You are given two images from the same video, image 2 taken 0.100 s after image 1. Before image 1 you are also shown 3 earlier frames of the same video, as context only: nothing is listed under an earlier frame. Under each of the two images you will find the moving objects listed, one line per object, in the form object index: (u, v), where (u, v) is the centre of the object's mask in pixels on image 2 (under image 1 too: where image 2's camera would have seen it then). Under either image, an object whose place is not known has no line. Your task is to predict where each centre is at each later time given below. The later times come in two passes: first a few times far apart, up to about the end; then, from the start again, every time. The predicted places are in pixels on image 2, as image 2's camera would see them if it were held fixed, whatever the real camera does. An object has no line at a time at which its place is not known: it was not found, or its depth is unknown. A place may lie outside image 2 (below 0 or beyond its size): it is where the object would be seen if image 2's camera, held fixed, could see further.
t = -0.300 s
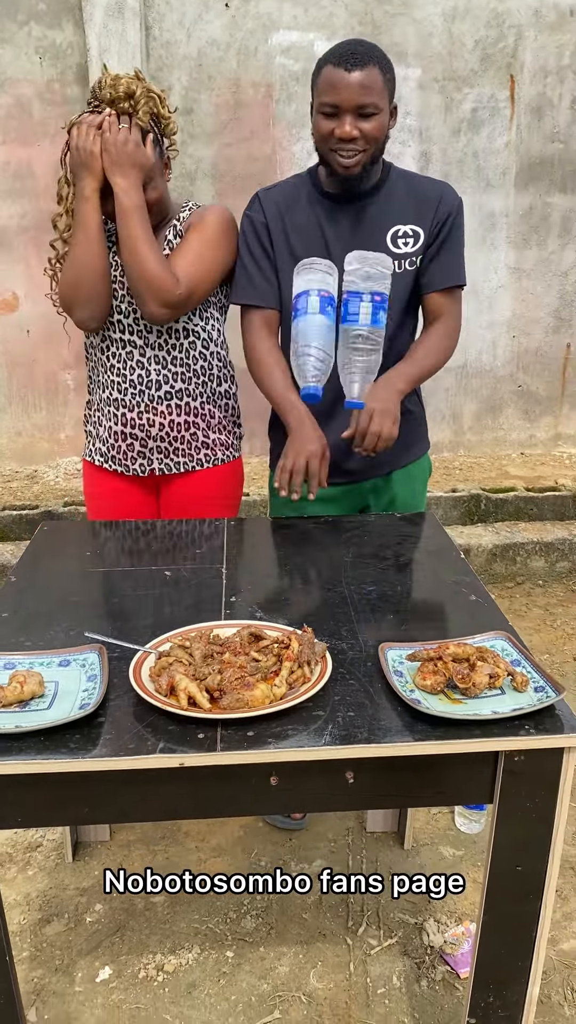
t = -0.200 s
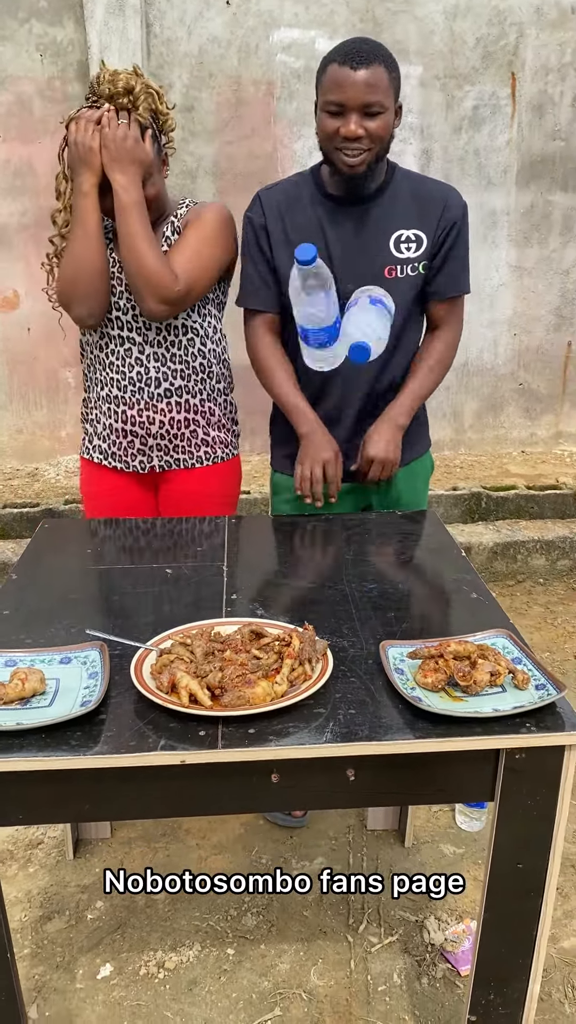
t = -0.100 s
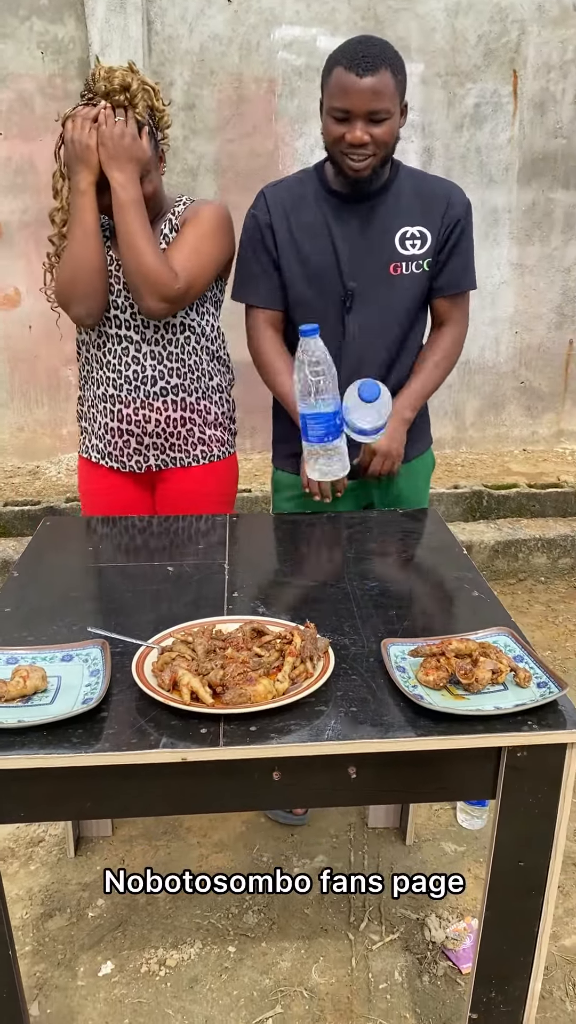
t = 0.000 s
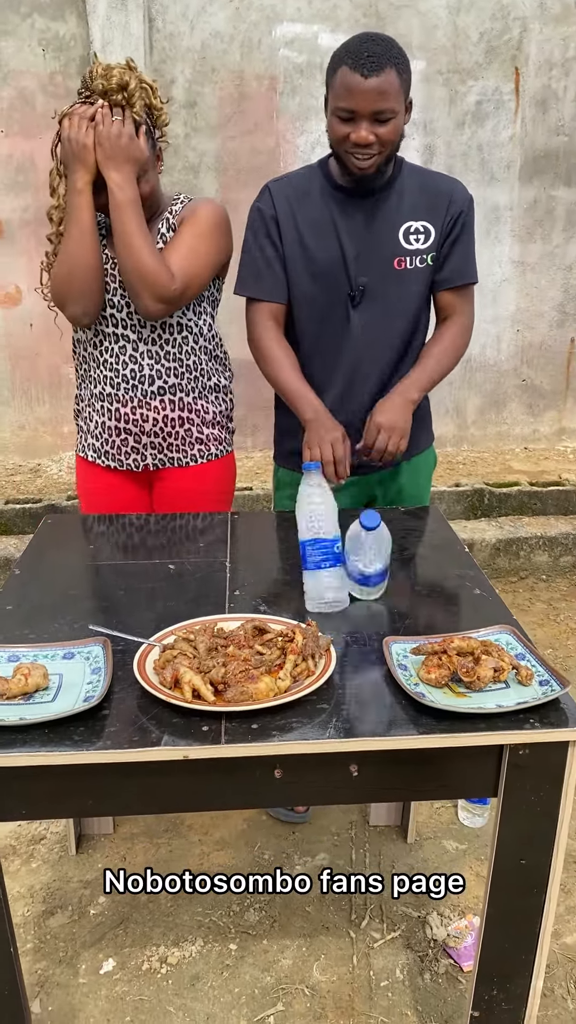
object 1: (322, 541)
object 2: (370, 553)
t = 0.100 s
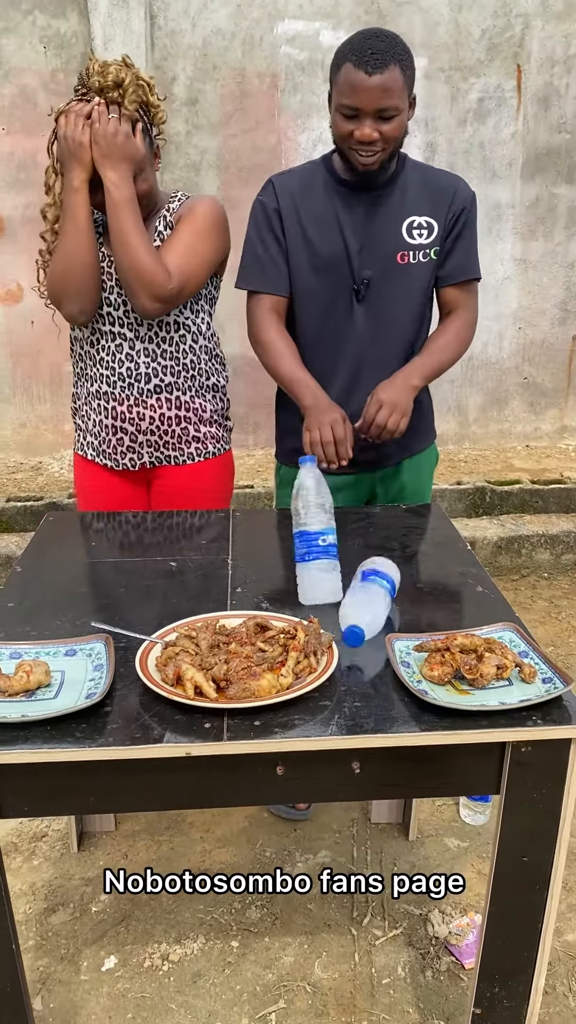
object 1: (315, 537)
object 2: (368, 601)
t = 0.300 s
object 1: (299, 545)
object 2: (366, 601)
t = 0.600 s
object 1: (286, 568)
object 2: (366, 601)
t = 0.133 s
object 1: (312, 537)
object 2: (366, 601)
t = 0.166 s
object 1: (310, 537)
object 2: (367, 601)
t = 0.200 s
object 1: (307, 538)
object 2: (367, 601)
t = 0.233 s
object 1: (305, 539)
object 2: (367, 601)
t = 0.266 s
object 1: (302, 541)
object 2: (366, 601)
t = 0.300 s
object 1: (299, 545)
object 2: (366, 601)
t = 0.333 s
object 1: (296, 552)
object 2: (366, 601)
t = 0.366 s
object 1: (294, 563)
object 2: (366, 601)
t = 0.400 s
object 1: (292, 564)
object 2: (366, 601)
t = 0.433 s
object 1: (291, 564)
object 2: (366, 601)
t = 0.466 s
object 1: (289, 568)
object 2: (366, 601)
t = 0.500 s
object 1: (288, 567)
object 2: (366, 601)
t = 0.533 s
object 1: (287, 567)
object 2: (366, 601)
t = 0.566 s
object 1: (287, 567)
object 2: (366, 601)
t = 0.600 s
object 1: (286, 568)
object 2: (366, 601)
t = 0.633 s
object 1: (285, 568)
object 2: (366, 601)
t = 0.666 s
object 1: (284, 568)
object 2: (366, 601)
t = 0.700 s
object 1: (283, 568)
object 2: (366, 601)
